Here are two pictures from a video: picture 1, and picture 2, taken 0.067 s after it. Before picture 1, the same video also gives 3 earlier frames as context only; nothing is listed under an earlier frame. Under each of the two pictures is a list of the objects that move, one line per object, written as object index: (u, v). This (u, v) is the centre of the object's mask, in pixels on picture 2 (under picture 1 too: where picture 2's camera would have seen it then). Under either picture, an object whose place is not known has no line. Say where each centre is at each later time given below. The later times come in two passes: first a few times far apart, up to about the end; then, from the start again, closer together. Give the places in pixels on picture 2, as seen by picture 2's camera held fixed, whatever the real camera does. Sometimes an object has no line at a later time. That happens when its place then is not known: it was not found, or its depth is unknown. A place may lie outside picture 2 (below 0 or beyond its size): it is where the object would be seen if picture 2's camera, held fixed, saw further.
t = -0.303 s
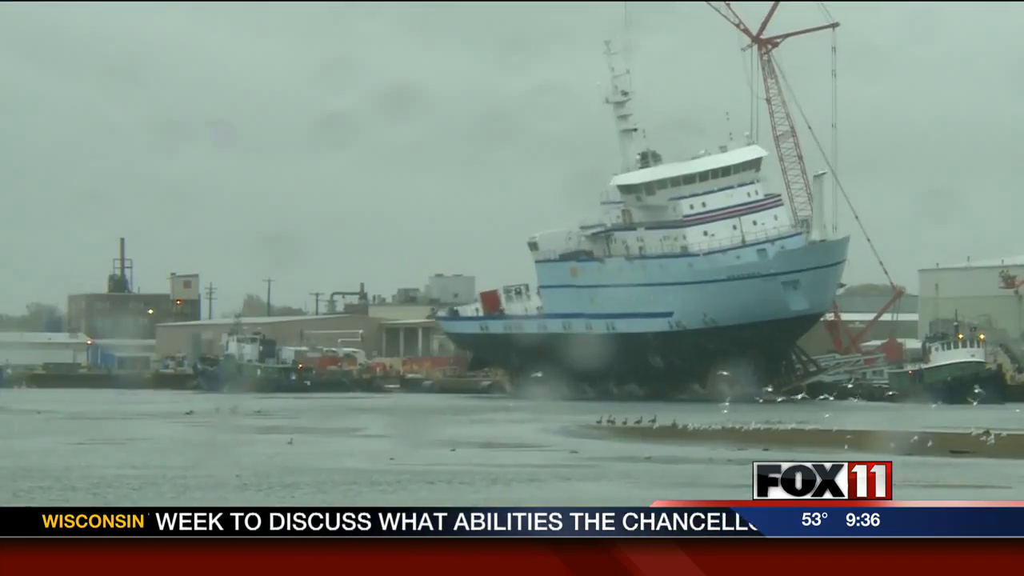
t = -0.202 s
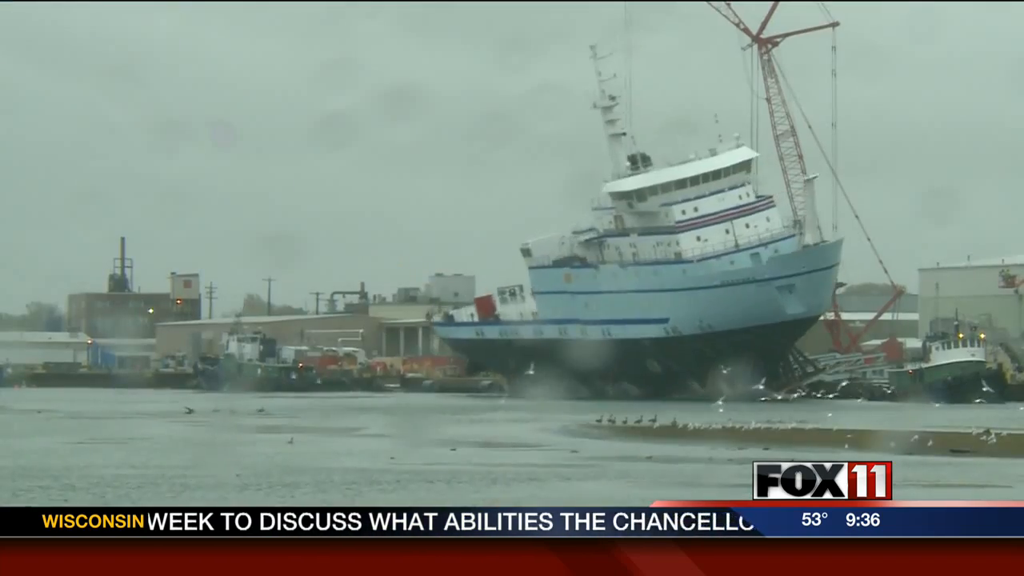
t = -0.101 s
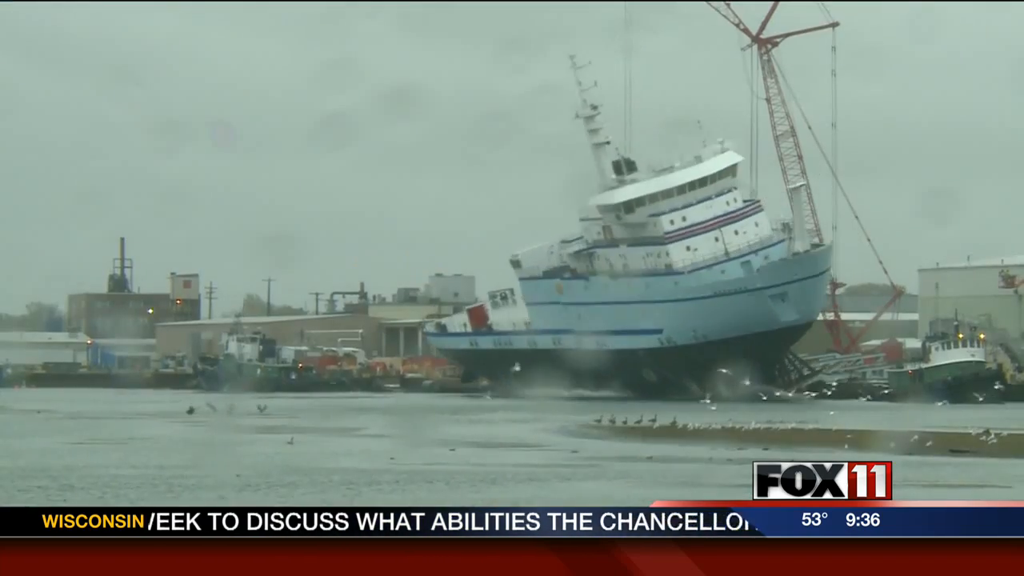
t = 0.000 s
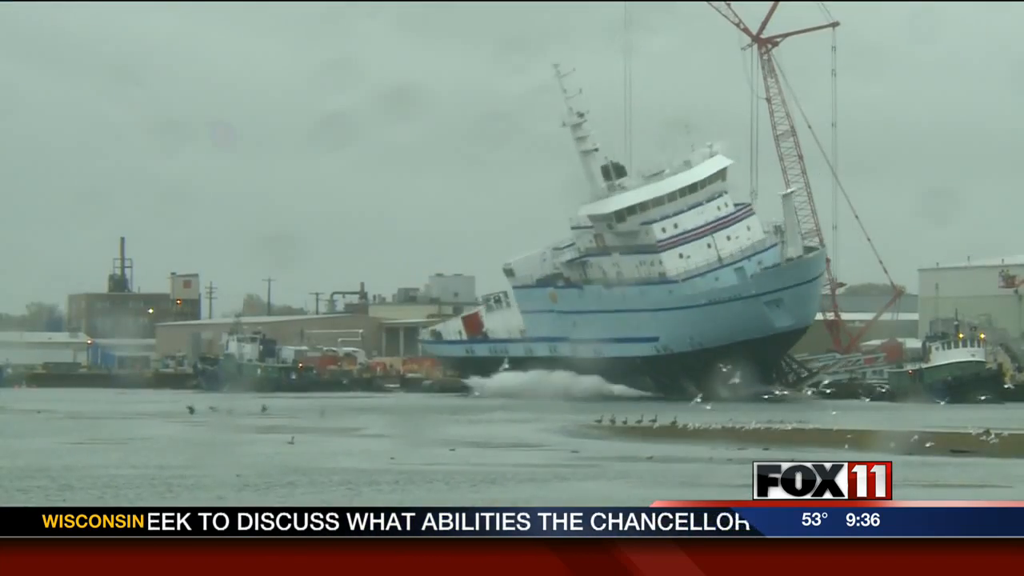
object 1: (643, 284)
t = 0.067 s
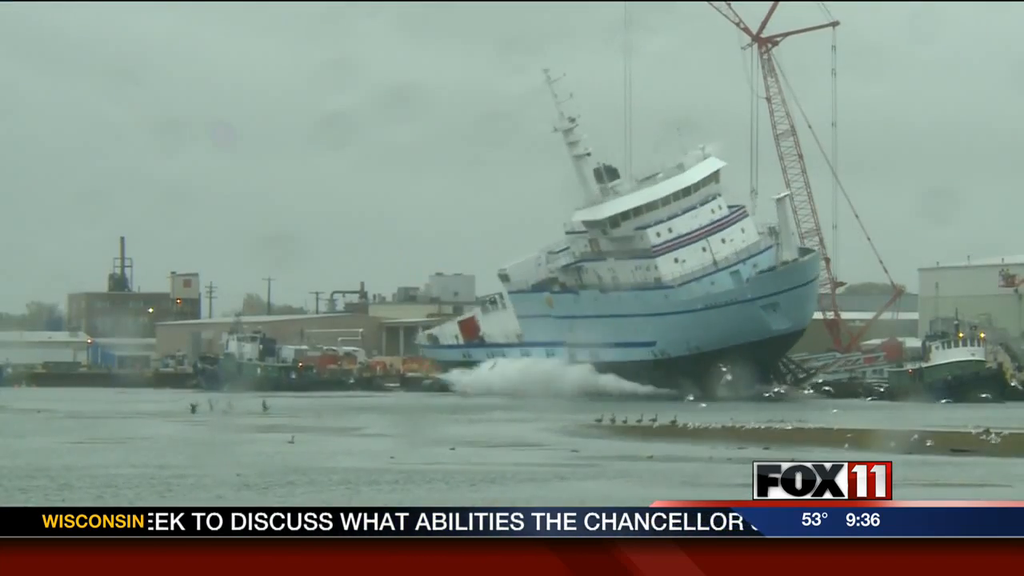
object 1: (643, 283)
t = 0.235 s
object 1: (646, 280)
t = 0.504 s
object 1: (652, 275)
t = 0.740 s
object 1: (646, 272)
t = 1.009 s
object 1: (640, 268)
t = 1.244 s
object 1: (623, 263)
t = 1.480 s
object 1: (602, 255)
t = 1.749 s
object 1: (609, 259)
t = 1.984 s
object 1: (607, 259)
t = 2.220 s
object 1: (602, 259)
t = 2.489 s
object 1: (600, 260)
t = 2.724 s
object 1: (602, 262)
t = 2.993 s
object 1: (604, 263)
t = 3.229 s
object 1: (606, 264)
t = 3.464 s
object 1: (609, 265)
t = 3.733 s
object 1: (612, 267)
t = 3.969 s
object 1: (613, 268)
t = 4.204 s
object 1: (602, 271)
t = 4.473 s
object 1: (595, 270)
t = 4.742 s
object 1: (589, 292)
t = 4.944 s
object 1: (590, 296)
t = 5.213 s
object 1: (598, 297)
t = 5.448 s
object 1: (598, 299)
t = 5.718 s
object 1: (600, 292)
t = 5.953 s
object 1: (601, 297)
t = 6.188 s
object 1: (603, 299)
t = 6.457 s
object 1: (603, 302)
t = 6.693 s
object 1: (604, 303)
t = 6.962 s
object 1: (604, 305)
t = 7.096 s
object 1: (605, 311)
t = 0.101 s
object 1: (643, 283)
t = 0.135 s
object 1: (643, 282)
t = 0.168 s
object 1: (643, 282)
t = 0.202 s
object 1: (644, 281)
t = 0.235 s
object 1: (646, 280)
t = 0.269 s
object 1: (648, 279)
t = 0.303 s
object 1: (652, 278)
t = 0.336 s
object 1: (652, 277)
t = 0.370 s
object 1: (653, 277)
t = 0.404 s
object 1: (652, 276)
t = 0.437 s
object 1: (652, 276)
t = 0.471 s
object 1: (652, 275)
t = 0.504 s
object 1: (652, 275)
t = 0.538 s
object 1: (651, 274)
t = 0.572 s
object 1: (649, 274)
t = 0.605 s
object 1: (649, 273)
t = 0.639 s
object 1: (648, 274)
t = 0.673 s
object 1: (647, 273)
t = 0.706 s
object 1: (647, 273)
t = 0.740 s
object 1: (646, 272)
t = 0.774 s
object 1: (645, 271)
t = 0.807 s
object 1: (644, 271)
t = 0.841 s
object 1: (643, 270)
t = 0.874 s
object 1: (641, 269)
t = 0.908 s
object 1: (639, 269)
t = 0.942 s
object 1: (639, 268)
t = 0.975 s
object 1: (635, 267)
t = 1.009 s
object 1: (640, 268)
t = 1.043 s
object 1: (637, 267)
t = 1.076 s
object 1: (631, 266)
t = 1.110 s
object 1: (629, 265)
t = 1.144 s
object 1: (627, 264)
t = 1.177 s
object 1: (625, 264)
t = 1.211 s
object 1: (624, 263)
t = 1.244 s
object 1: (623, 263)
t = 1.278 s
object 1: (622, 263)
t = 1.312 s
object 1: (619, 262)
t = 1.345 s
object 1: (619, 261)
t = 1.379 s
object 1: (619, 262)
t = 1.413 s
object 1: (604, 256)
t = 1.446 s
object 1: (602, 255)
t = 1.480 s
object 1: (602, 255)
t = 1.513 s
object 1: (600, 255)
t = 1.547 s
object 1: (599, 254)
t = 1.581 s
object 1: (599, 255)
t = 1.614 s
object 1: (600, 255)
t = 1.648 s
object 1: (599, 255)
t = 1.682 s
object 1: (598, 255)
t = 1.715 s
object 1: (609, 258)
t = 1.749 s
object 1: (609, 259)
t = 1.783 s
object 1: (608, 258)
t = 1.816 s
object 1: (608, 258)
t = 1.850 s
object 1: (608, 259)
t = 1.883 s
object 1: (608, 259)
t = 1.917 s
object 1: (608, 259)
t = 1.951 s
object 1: (608, 259)
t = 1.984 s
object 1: (607, 259)
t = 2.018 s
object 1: (607, 259)
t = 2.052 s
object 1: (604, 259)
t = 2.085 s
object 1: (604, 259)
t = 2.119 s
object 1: (604, 259)
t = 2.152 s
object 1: (602, 258)
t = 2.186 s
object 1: (602, 258)
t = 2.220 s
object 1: (602, 259)
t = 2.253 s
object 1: (602, 259)
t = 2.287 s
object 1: (602, 259)
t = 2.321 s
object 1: (600, 259)
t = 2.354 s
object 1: (600, 259)
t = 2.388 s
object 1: (601, 259)
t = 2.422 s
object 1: (600, 259)
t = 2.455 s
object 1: (599, 259)
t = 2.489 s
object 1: (600, 260)
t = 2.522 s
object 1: (600, 261)
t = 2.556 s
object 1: (600, 260)
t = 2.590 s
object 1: (600, 261)
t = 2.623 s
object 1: (601, 261)
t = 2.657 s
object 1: (601, 261)
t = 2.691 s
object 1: (601, 261)
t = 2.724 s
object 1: (602, 262)
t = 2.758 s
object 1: (602, 262)
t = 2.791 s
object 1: (602, 261)
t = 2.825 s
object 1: (603, 261)
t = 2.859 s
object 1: (604, 262)
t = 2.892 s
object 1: (605, 262)
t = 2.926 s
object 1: (604, 262)
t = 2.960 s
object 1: (605, 262)
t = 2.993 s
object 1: (604, 263)
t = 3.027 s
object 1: (605, 263)
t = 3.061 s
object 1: (606, 263)
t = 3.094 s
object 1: (607, 264)
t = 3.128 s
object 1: (607, 264)
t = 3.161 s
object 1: (606, 264)
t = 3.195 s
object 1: (606, 264)
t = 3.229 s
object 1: (606, 264)
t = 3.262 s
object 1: (607, 265)
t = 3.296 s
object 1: (607, 265)
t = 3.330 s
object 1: (607, 265)
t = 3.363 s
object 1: (607, 264)
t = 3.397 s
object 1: (607, 265)
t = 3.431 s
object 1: (608, 265)
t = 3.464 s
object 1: (609, 265)
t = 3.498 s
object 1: (611, 268)
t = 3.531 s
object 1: (608, 265)
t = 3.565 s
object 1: (613, 268)
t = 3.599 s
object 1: (613, 267)
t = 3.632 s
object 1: (610, 268)
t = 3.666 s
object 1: (608, 266)
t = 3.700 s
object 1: (608, 266)
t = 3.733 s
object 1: (612, 267)
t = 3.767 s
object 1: (613, 267)
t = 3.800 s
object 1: (614, 267)
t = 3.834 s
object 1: (615, 268)
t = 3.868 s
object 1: (614, 267)
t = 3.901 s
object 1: (614, 267)
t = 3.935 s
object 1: (613, 267)
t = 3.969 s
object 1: (613, 268)
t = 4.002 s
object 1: (613, 268)
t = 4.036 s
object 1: (615, 268)
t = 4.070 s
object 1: (613, 267)
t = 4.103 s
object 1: (614, 267)
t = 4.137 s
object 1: (619, 275)
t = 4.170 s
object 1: (614, 268)
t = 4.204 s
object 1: (602, 271)
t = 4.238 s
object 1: (600, 272)
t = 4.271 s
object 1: (596, 274)
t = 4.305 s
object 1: (598, 270)
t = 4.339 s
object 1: (600, 269)
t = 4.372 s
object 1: (598, 270)
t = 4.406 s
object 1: (596, 268)
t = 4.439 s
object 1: (595, 271)
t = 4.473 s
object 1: (595, 270)
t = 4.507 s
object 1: (594, 272)
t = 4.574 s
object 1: (589, 279)
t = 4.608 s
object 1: (588, 280)
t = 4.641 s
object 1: (587, 283)
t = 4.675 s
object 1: (588, 285)
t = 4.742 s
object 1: (589, 292)
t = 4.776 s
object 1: (589, 294)
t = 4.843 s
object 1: (588, 295)
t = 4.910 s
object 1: (598, 292)
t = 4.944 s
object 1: (590, 296)
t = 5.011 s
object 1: (598, 294)
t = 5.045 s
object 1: (598, 295)
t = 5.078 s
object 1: (598, 295)
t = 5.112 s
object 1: (598, 296)
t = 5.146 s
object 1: (598, 295)
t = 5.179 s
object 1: (598, 296)
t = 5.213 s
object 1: (598, 297)
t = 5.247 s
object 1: (598, 297)
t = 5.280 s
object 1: (597, 299)
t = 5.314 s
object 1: (596, 299)
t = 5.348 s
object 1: (597, 299)
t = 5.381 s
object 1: (597, 299)
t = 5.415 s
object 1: (598, 299)
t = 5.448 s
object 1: (598, 299)
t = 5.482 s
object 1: (596, 299)
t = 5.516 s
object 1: (597, 300)
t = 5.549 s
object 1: (598, 300)
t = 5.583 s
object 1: (598, 301)
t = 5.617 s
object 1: (599, 294)
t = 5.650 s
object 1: (599, 294)
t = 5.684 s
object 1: (599, 291)
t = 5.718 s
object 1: (600, 292)
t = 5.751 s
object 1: (600, 293)
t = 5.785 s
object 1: (600, 293)
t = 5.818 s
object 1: (600, 294)
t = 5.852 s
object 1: (601, 294)
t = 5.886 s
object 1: (601, 295)
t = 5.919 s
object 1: (601, 297)
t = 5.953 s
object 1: (601, 297)
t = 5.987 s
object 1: (601, 297)
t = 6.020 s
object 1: (601, 297)
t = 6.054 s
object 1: (601, 298)
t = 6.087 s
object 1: (602, 299)
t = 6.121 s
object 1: (602, 299)
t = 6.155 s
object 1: (603, 299)
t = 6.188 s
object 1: (603, 299)
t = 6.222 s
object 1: (603, 300)
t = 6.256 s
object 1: (603, 300)
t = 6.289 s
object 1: (603, 301)
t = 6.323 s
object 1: (603, 301)
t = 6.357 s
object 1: (603, 301)
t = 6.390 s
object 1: (603, 301)
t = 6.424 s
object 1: (603, 301)
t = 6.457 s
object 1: (603, 302)
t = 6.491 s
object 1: (604, 302)
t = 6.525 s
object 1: (604, 302)
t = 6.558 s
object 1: (604, 303)
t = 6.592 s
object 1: (604, 303)
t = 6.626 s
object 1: (604, 303)
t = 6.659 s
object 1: (604, 303)
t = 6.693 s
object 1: (604, 303)
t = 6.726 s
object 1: (605, 304)
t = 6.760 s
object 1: (605, 304)
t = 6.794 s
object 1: (604, 304)
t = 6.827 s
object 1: (605, 304)
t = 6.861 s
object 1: (605, 304)
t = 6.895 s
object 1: (604, 304)
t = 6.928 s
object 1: (605, 304)
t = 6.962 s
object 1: (604, 305)
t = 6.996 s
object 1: (605, 306)
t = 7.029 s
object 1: (605, 311)
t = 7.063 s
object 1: (604, 311)
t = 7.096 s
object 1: (605, 311)
